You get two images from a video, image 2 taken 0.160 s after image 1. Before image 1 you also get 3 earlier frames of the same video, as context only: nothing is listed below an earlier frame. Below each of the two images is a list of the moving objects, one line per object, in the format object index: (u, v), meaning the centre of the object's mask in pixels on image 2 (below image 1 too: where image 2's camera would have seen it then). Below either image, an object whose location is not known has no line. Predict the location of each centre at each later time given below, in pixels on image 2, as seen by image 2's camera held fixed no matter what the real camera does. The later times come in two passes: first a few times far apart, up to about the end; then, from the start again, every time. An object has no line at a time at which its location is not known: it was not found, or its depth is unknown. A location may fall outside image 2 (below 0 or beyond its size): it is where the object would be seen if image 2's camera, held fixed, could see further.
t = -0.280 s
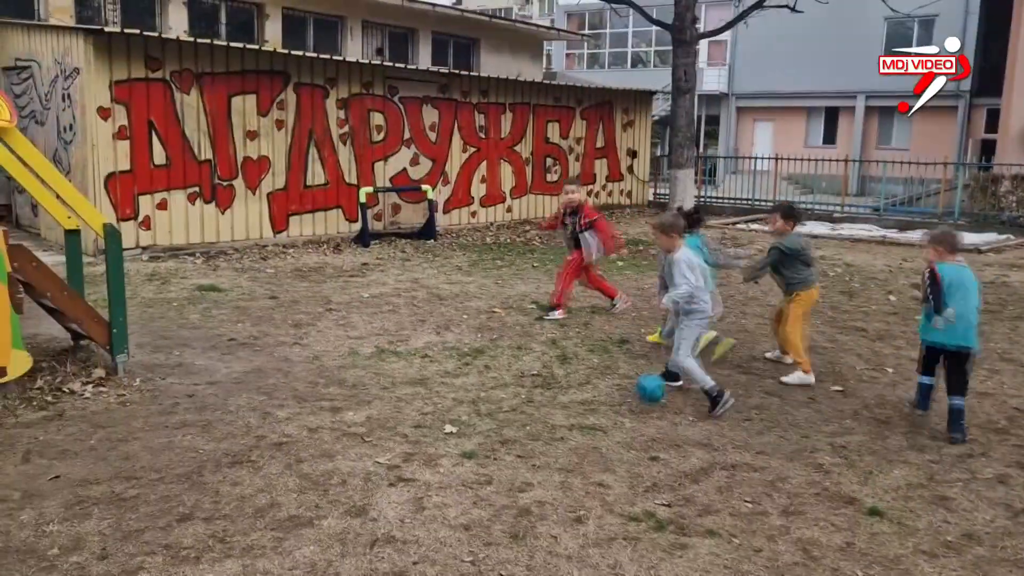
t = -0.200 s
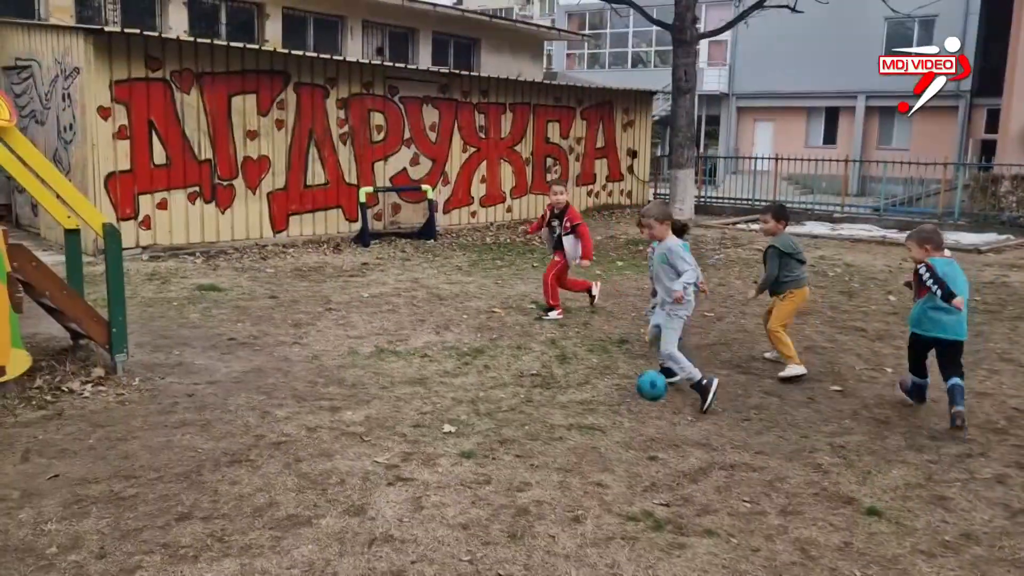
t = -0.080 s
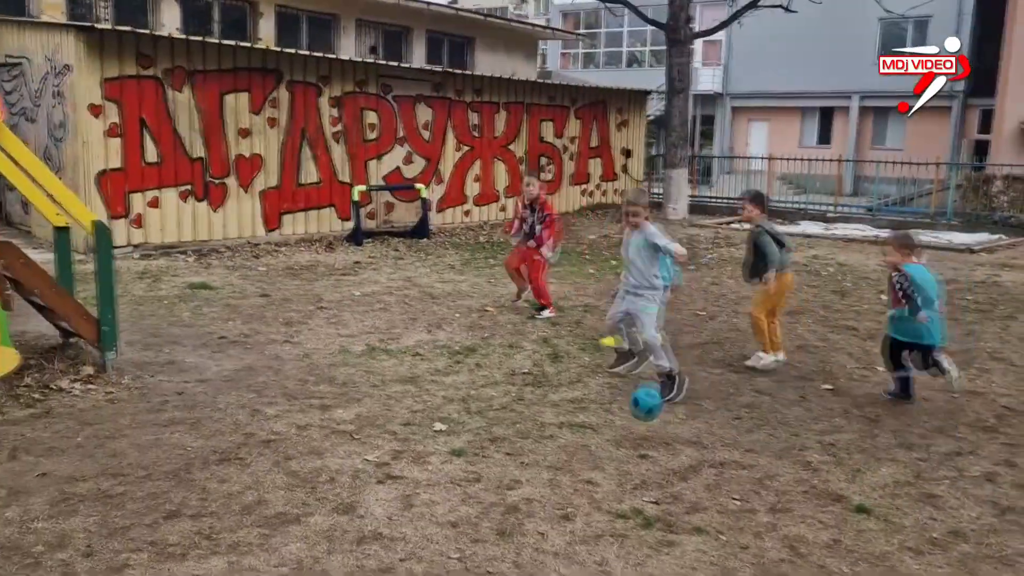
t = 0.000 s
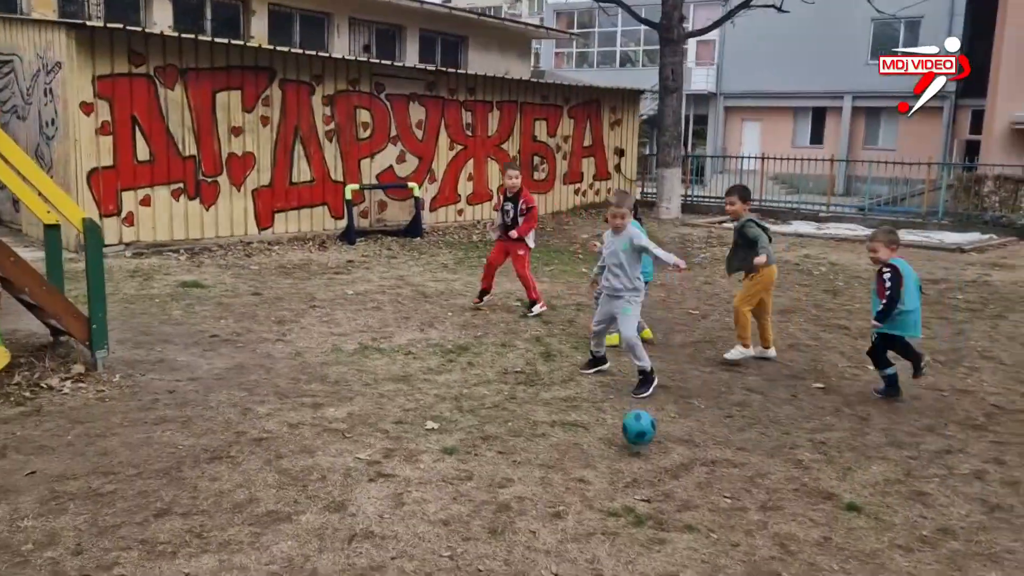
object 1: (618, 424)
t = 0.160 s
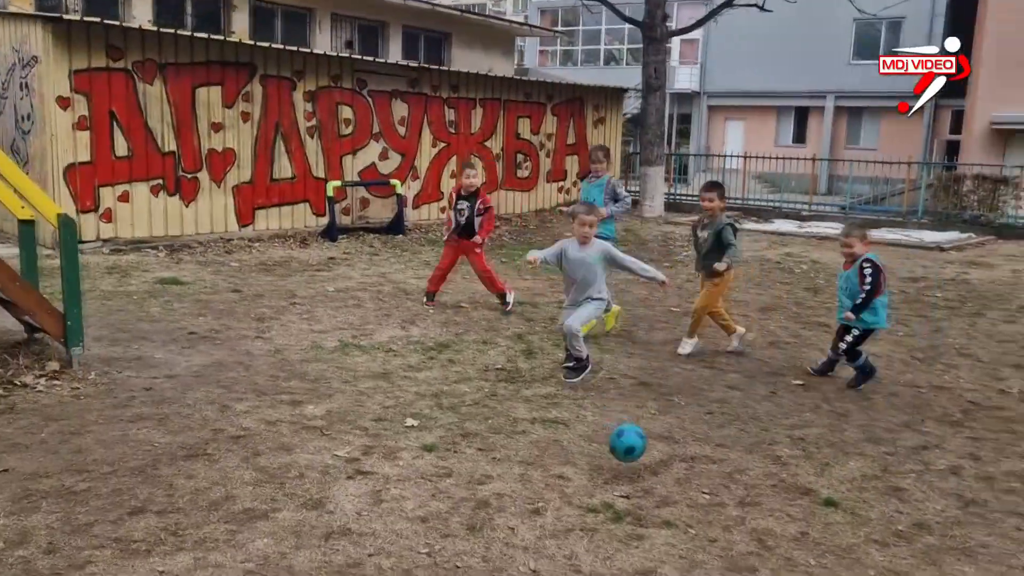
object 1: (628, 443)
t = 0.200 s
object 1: (629, 451)
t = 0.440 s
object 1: (642, 509)
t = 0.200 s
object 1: (629, 451)
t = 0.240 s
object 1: (632, 461)
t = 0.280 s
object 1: (634, 478)
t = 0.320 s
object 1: (636, 486)
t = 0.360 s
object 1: (639, 489)
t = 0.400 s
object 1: (640, 497)
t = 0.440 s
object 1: (642, 509)
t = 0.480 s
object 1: (645, 521)
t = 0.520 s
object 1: (648, 525)
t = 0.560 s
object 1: (649, 532)
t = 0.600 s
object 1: (651, 543)
